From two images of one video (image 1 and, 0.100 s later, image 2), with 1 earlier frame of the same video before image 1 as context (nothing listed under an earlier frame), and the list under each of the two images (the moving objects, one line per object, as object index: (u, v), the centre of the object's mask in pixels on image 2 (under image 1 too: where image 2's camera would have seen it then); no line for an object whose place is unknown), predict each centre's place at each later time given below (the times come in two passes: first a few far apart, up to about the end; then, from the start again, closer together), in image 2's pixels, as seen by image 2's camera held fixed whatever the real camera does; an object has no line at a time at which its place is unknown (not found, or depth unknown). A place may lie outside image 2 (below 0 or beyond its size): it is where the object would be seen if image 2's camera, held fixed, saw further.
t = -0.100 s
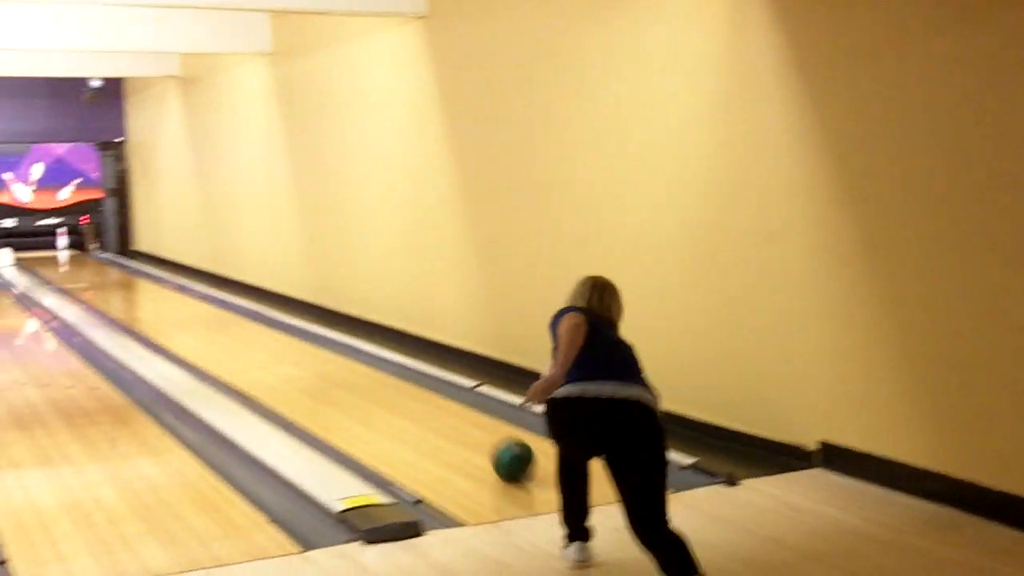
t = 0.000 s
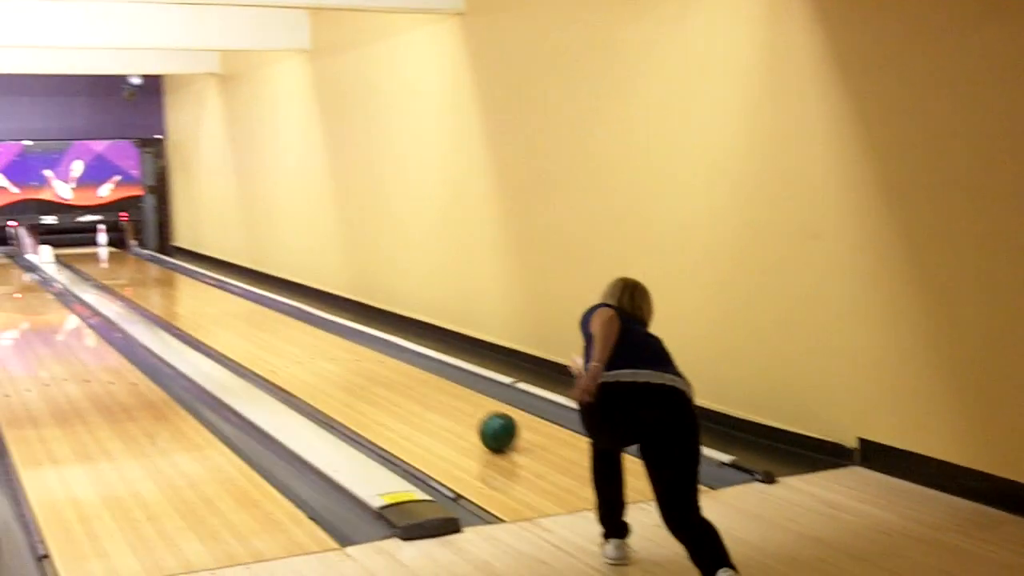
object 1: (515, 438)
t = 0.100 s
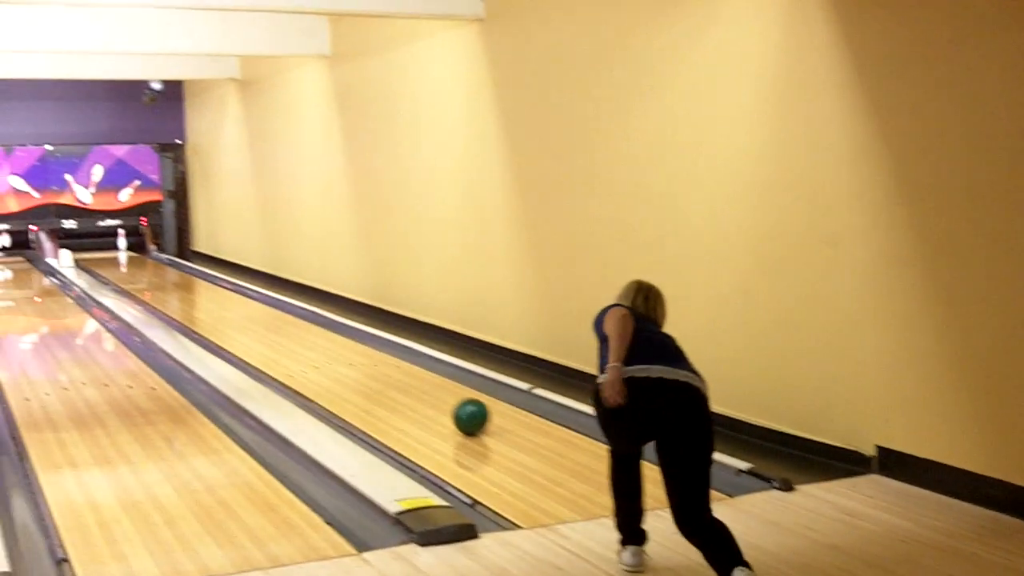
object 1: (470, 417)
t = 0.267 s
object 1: (410, 387)
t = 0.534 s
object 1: (337, 353)
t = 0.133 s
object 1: (457, 410)
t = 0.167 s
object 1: (444, 404)
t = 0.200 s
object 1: (432, 398)
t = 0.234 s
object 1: (421, 393)
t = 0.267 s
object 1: (410, 387)
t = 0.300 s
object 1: (399, 382)
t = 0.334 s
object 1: (389, 376)
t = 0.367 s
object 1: (379, 372)
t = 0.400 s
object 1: (370, 368)
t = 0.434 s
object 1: (361, 364)
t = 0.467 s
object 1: (352, 360)
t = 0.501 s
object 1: (345, 357)
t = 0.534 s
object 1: (337, 353)
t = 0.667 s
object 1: (309, 340)
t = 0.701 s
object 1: (302, 337)
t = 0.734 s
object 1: (296, 335)
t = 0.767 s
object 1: (290, 332)
